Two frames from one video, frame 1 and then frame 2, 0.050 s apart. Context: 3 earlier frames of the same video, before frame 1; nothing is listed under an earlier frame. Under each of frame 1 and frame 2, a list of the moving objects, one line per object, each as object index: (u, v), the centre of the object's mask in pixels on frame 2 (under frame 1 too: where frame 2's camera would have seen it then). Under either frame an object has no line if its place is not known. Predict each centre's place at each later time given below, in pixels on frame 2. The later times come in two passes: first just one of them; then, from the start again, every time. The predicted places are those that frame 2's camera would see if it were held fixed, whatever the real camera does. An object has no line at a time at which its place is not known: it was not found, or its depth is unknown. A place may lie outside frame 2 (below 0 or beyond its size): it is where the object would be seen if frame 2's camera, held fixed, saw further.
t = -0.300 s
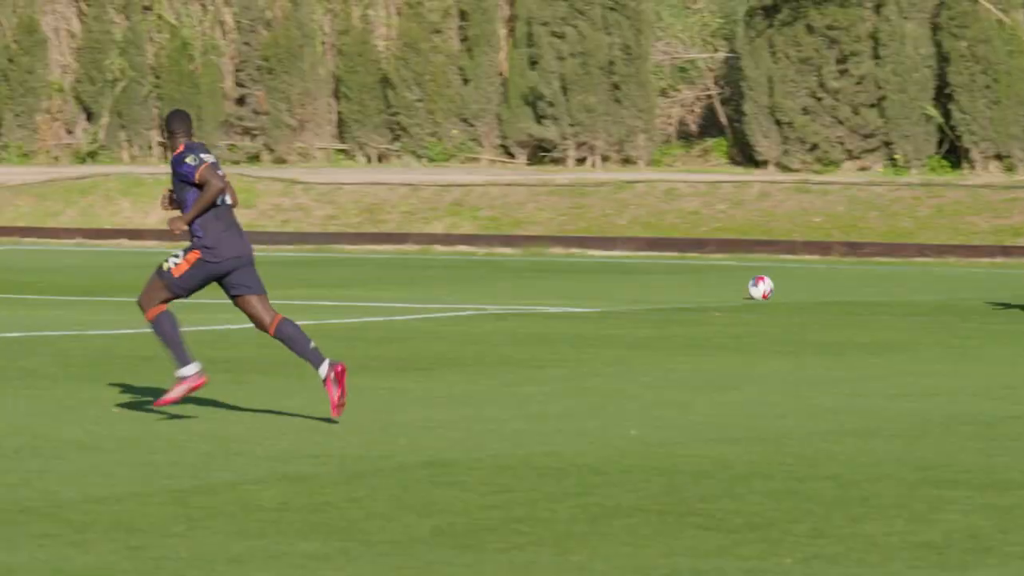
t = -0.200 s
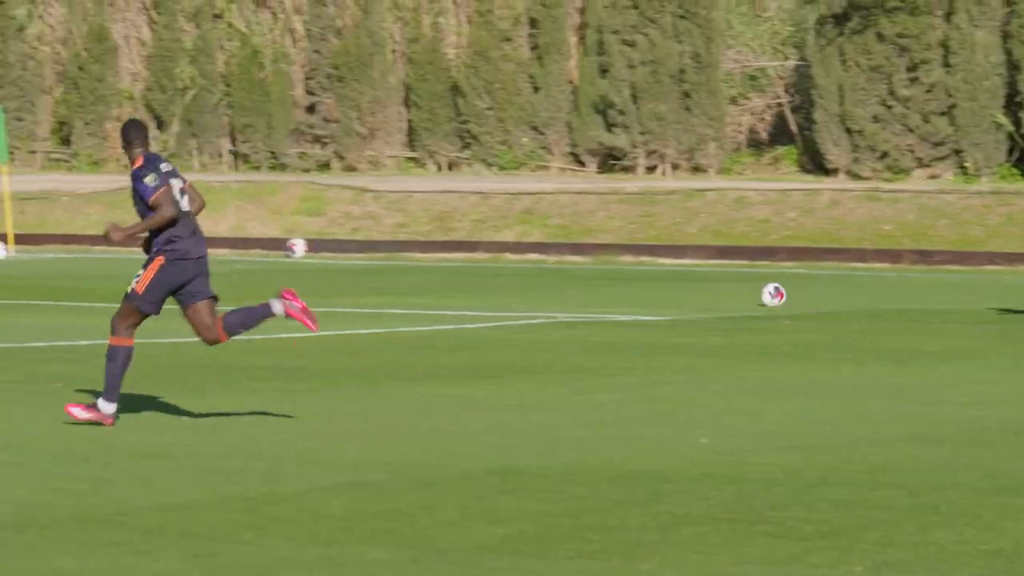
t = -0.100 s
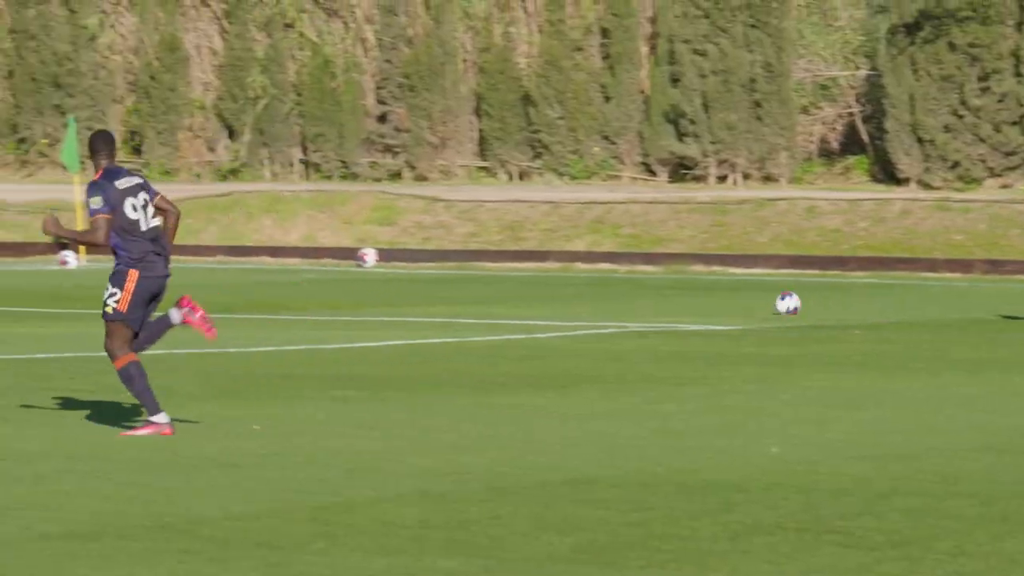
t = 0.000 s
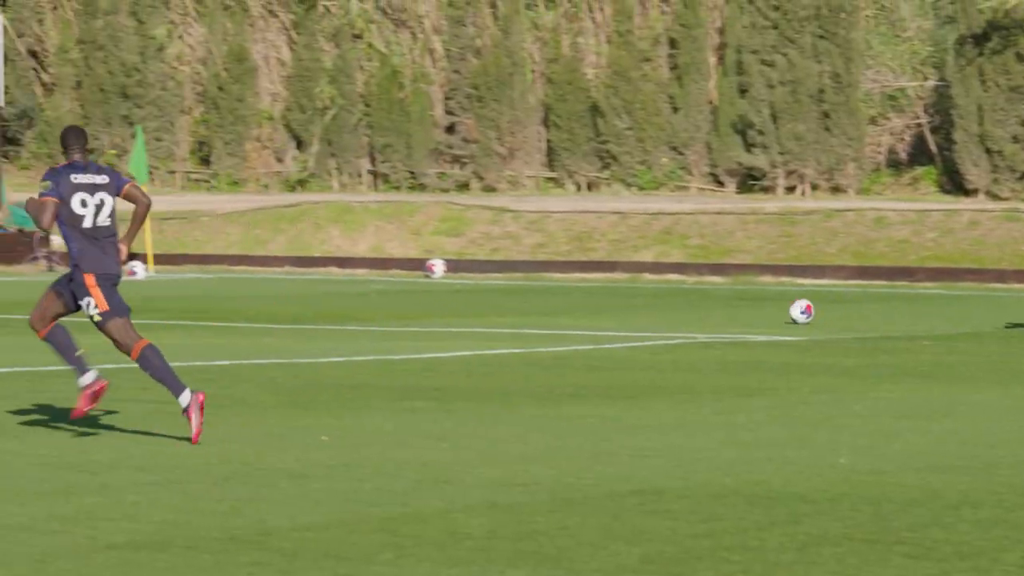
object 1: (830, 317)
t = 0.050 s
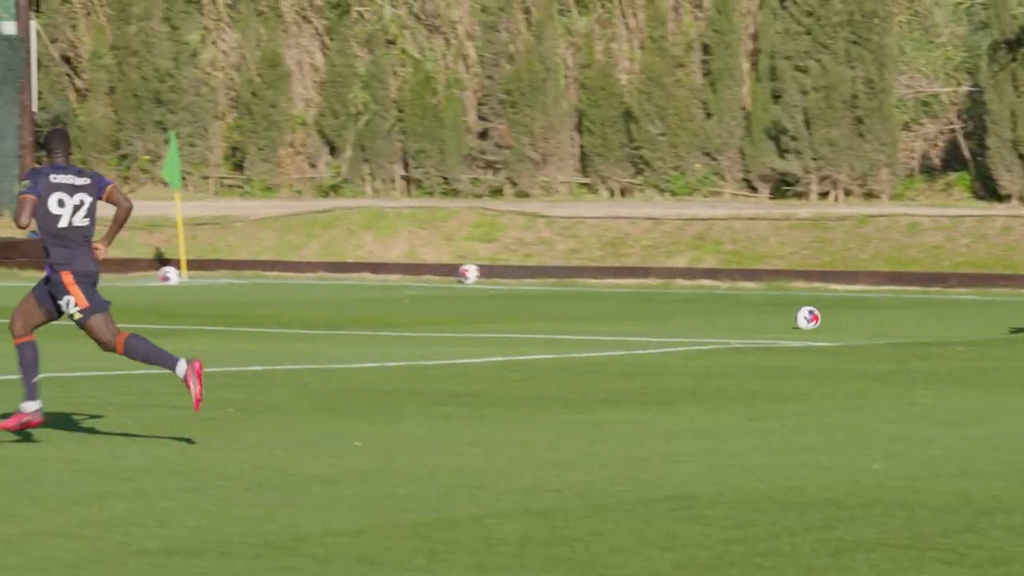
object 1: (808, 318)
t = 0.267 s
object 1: (707, 313)
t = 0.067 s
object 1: (800, 317)
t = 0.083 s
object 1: (792, 316)
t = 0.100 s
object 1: (784, 316)
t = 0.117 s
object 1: (778, 314)
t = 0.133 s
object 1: (770, 314)
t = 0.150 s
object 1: (761, 314)
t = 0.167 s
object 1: (753, 314)
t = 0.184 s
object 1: (745, 314)
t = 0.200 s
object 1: (738, 314)
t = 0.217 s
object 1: (730, 313)
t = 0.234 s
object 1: (722, 314)
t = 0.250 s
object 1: (715, 313)
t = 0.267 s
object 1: (707, 313)
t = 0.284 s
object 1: (699, 313)
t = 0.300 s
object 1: (692, 313)
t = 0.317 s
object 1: (684, 313)
